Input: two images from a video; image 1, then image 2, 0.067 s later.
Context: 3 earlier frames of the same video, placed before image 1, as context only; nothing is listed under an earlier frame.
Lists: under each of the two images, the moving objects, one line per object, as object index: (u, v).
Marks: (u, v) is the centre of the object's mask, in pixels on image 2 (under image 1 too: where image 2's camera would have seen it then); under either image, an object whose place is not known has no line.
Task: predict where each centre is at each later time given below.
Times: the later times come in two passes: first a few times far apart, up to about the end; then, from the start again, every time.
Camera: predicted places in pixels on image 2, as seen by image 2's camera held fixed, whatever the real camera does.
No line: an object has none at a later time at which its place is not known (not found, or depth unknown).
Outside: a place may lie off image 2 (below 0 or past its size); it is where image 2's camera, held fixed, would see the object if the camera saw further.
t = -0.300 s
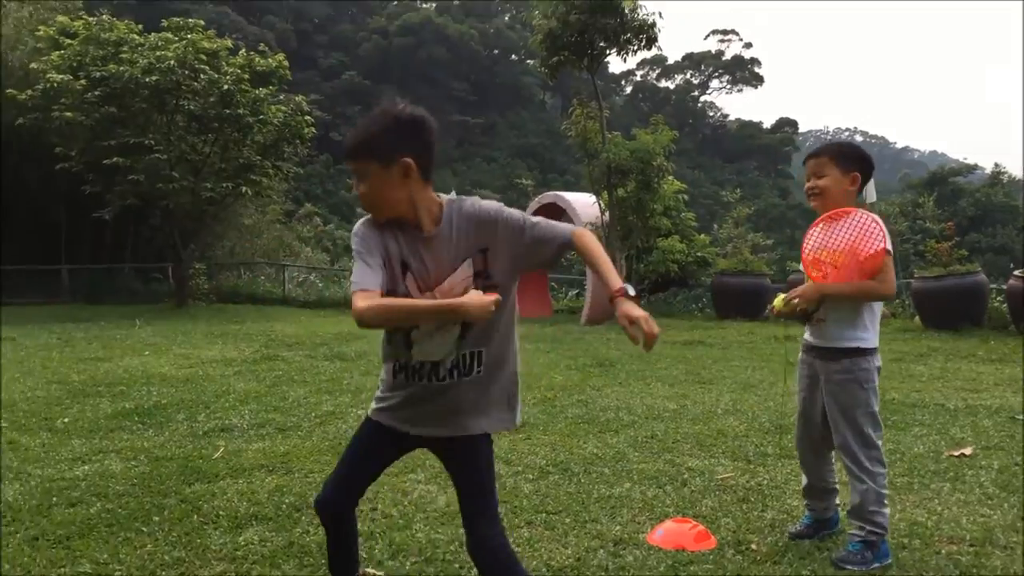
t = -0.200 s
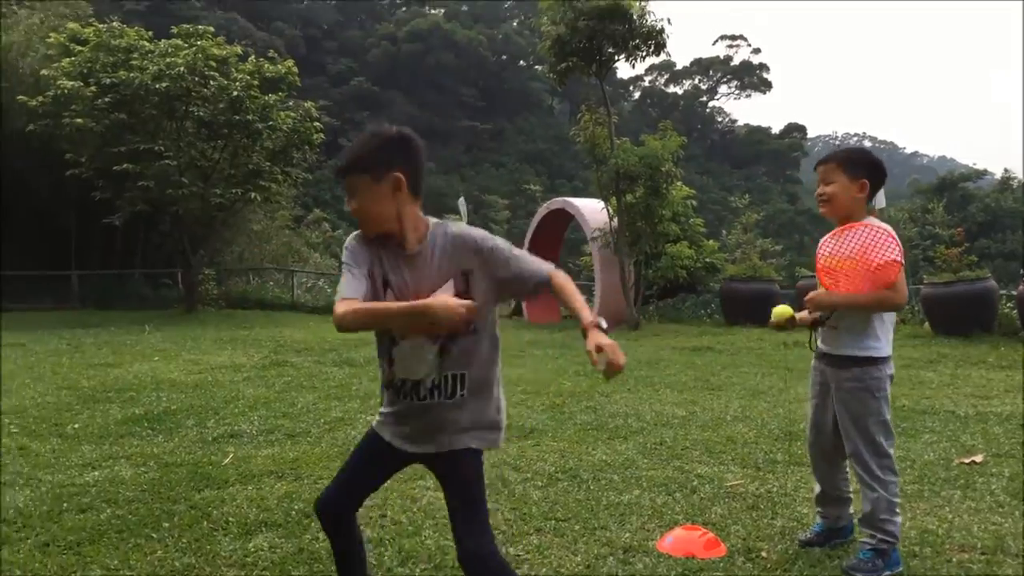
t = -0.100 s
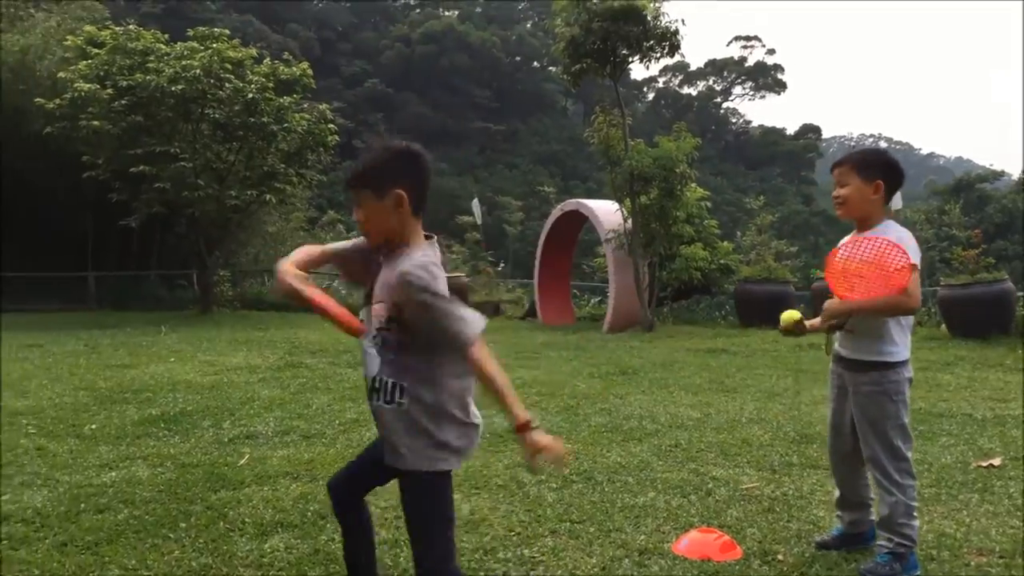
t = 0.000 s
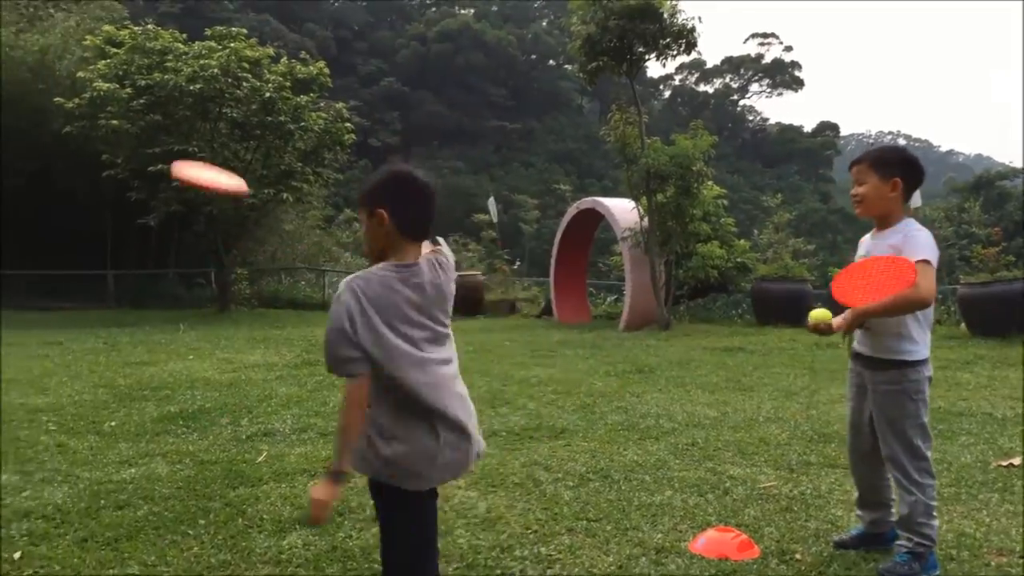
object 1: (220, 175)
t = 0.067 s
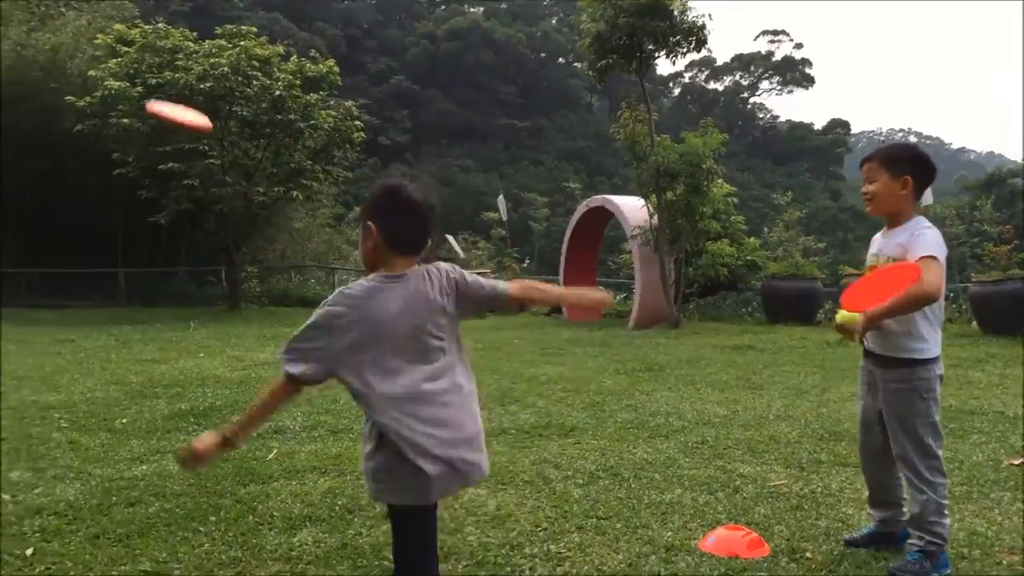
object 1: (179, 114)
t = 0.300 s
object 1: (116, 36)
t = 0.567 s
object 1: (103, 29)
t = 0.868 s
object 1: (106, 46)
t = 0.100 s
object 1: (164, 94)
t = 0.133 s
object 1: (153, 78)
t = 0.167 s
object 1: (142, 65)
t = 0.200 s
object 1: (133, 55)
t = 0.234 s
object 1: (126, 47)
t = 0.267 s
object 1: (120, 41)
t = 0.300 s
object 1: (116, 36)
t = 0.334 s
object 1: (114, 32)
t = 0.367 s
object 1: (111, 30)
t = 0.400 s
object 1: (109, 28)
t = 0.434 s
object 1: (108, 28)
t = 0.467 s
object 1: (106, 28)
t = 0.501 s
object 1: (105, 28)
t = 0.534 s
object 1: (104, 28)
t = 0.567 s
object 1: (103, 29)
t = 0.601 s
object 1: (103, 30)
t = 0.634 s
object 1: (103, 31)
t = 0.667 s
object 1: (103, 33)
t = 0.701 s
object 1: (103, 35)
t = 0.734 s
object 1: (104, 37)
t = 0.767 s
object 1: (104, 39)
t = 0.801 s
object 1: (105, 41)
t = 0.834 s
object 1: (105, 44)
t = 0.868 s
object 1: (106, 46)
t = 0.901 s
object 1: (108, 49)
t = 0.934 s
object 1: (109, 51)
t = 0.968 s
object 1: (108, 53)
